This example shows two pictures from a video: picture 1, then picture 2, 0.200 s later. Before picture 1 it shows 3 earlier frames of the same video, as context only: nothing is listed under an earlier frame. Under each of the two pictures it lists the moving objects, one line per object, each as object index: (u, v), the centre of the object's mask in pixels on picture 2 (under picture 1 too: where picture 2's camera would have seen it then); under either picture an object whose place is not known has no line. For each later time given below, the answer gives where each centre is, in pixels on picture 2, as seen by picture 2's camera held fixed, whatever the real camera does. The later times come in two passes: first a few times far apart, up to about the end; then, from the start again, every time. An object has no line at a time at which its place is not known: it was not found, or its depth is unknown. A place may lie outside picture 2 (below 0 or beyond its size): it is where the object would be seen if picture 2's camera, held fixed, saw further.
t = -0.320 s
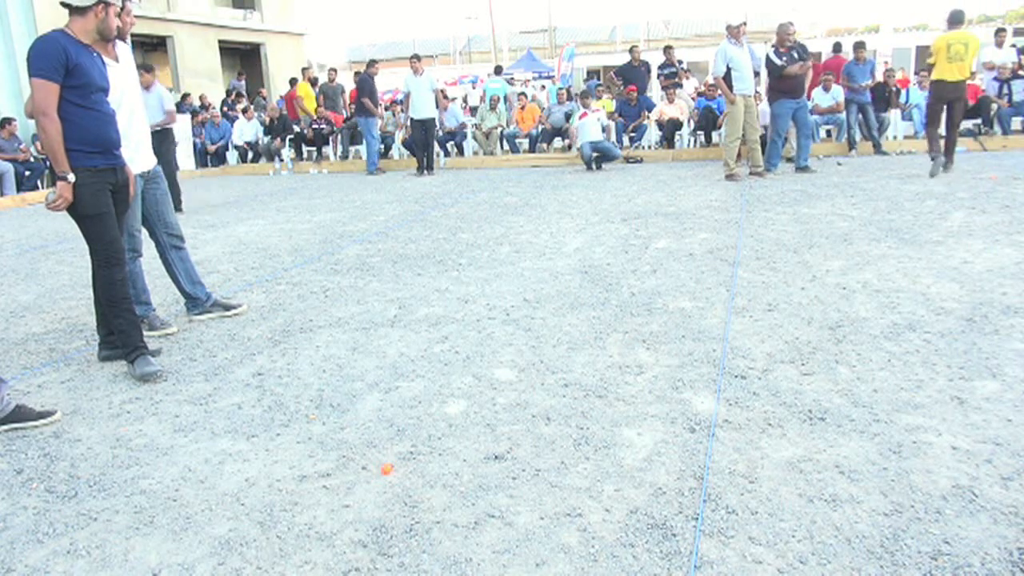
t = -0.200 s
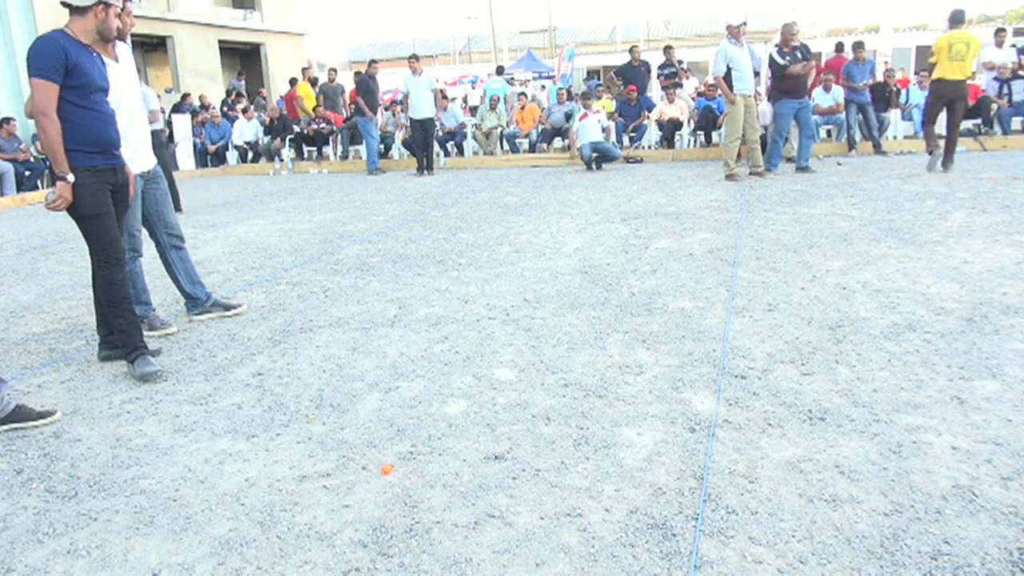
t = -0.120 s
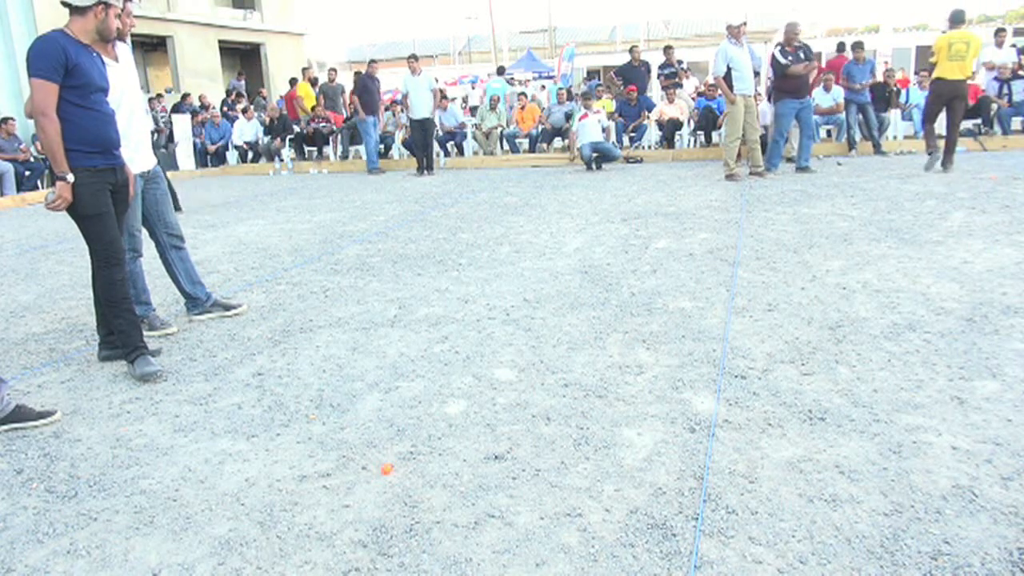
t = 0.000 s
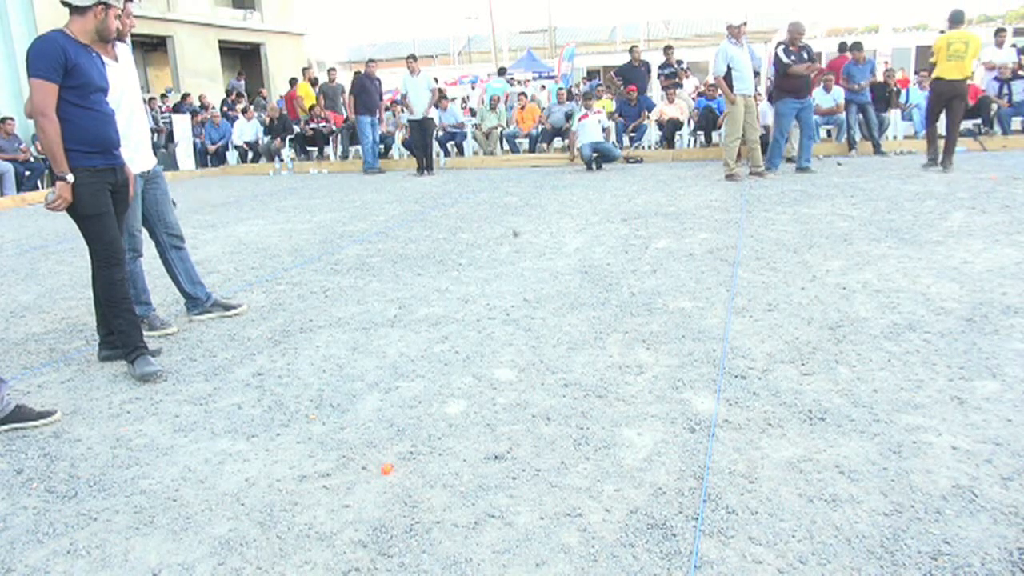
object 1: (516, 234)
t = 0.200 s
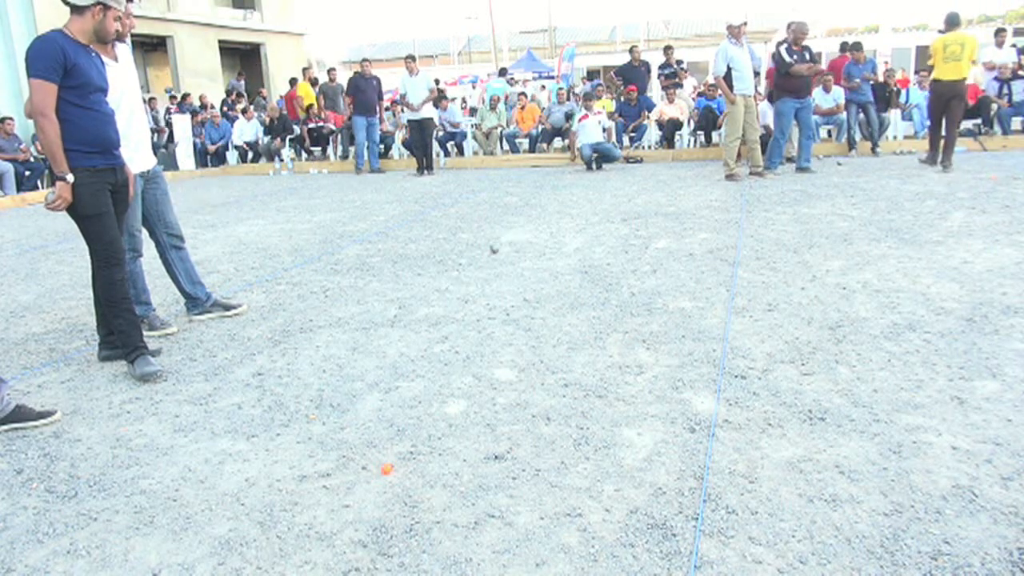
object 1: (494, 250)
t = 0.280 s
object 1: (485, 256)
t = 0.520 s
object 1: (455, 274)
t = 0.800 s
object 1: (422, 302)
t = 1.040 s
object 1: (408, 322)
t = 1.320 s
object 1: (390, 351)
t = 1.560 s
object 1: (371, 377)
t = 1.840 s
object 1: (349, 408)
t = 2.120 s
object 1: (319, 434)
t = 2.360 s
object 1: (294, 449)
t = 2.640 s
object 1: (265, 460)
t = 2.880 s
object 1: (247, 465)
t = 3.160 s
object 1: (239, 466)
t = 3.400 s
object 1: (249, 464)
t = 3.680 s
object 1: (251, 460)
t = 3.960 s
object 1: (252, 460)
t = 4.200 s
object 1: (251, 460)
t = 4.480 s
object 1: (251, 460)
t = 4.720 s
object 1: (251, 461)
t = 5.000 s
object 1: (252, 461)
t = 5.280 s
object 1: (252, 461)
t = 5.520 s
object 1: (252, 461)
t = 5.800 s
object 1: (252, 461)
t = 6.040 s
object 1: (252, 461)
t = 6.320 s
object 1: (252, 461)
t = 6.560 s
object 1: (252, 461)
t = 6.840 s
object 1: (252, 461)
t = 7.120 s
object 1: (252, 461)
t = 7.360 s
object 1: (252, 461)
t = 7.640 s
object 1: (252, 461)
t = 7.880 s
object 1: (252, 461)
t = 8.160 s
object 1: (252, 461)
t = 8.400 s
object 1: (252, 461)
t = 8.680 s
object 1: (252, 461)
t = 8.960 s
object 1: (252, 461)
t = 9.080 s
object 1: (252, 461)
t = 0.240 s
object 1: (490, 255)
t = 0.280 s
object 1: (485, 256)
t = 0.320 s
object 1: (480, 260)
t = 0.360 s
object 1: (475, 264)
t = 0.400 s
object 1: (470, 263)
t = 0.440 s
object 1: (464, 265)
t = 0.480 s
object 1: (460, 268)
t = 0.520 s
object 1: (455, 274)
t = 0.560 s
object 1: (450, 281)
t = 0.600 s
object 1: (443, 285)
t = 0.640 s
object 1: (437, 286)
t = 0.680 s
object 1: (434, 287)
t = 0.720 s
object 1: (429, 290)
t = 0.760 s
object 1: (426, 296)
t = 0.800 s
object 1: (422, 302)
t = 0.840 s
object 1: (419, 307)
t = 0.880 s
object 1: (417, 309)
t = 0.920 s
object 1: (415, 312)
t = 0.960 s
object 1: (413, 316)
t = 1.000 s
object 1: (410, 320)
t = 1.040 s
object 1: (408, 322)
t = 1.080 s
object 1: (405, 324)
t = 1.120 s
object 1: (403, 328)
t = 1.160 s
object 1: (401, 336)
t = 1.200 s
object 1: (398, 339)
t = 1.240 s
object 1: (395, 343)
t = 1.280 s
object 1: (393, 348)
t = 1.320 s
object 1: (390, 351)
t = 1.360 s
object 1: (387, 355)
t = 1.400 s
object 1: (384, 362)
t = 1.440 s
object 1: (380, 367)
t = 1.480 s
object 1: (377, 370)
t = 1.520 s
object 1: (373, 373)
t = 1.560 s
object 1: (371, 377)
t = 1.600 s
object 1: (367, 383)
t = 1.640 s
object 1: (364, 387)
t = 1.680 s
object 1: (361, 392)
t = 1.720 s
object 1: (358, 393)
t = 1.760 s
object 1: (355, 399)
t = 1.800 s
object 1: (352, 402)
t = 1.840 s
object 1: (349, 408)
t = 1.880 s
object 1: (346, 412)
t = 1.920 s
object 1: (342, 415)
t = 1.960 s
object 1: (338, 418)
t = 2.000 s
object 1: (334, 424)
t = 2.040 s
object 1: (329, 427)
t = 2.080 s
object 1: (324, 431)
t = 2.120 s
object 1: (319, 434)
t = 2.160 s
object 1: (315, 439)
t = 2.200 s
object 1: (311, 440)
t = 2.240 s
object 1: (307, 442)
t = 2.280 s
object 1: (303, 446)
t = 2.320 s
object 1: (299, 447)
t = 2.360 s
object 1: (294, 449)
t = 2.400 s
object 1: (290, 451)
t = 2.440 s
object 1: (286, 452)
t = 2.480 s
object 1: (282, 452)
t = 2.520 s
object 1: (276, 455)
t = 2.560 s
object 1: (273, 456)
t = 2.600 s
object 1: (269, 458)
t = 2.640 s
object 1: (265, 460)
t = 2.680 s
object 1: (261, 460)
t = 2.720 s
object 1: (259, 460)
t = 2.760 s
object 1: (256, 461)
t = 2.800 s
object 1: (254, 462)
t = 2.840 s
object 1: (251, 462)
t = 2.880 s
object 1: (247, 465)
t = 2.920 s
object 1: (244, 465)
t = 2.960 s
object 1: (242, 465)
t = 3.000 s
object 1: (240, 465)
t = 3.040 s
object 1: (239, 465)
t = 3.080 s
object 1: (239, 465)
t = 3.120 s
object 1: (239, 465)
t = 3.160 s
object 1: (239, 466)
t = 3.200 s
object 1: (240, 466)
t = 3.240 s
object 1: (242, 466)
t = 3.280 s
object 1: (243, 465)
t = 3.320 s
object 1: (246, 465)
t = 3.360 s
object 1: (248, 464)
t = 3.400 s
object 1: (249, 464)
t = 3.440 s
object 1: (251, 462)
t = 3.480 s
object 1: (252, 462)
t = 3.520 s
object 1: (251, 462)
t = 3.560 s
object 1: (251, 461)
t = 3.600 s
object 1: (251, 461)
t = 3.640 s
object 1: (251, 460)
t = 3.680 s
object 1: (251, 460)
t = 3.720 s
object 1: (251, 460)
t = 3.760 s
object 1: (252, 460)
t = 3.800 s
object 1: (252, 460)
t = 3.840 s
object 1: (252, 459)
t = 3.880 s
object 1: (252, 460)
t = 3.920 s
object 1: (252, 460)
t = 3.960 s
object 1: (252, 460)
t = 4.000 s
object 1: (252, 460)
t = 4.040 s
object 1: (251, 460)
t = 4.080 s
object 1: (251, 460)
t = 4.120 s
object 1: (251, 460)
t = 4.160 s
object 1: (251, 460)
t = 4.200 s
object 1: (251, 460)
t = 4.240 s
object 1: (251, 460)
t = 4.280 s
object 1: (251, 460)
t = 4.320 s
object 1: (251, 460)
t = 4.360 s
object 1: (251, 460)
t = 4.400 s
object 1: (251, 461)
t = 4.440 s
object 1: (251, 461)
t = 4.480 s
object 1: (251, 460)
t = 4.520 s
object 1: (251, 460)
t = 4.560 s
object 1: (251, 461)
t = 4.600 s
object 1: (251, 461)
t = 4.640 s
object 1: (251, 460)
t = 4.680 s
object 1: (251, 461)
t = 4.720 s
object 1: (251, 461)
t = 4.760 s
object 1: (252, 461)
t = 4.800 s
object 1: (251, 461)
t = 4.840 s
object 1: (252, 461)
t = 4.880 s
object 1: (252, 461)
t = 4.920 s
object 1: (252, 461)
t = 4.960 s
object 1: (252, 461)
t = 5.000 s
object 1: (252, 461)
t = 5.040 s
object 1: (252, 461)
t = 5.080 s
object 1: (252, 461)
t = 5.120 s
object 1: (252, 461)
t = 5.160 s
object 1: (252, 461)
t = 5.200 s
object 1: (252, 461)
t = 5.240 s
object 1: (252, 461)
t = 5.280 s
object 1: (252, 461)
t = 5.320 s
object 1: (252, 461)
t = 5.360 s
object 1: (252, 461)
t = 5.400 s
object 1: (252, 461)
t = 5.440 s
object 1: (252, 461)
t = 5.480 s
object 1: (252, 461)
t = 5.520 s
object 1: (252, 461)
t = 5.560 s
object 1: (252, 461)
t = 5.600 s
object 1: (252, 461)
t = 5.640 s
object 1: (252, 461)
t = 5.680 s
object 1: (252, 461)
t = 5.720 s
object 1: (252, 461)
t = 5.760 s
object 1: (252, 461)
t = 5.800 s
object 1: (252, 461)
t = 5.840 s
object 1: (252, 461)
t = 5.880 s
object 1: (252, 461)
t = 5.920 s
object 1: (252, 461)
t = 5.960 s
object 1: (252, 461)
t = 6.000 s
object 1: (252, 461)
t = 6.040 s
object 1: (252, 461)
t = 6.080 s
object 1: (252, 461)
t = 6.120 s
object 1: (252, 461)
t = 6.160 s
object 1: (252, 461)
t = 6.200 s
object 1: (252, 461)
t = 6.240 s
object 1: (252, 461)
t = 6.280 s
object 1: (252, 461)
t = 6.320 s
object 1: (252, 461)
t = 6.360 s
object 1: (252, 461)
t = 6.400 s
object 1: (252, 461)
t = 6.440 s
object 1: (252, 461)
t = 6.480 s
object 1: (252, 461)
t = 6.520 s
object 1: (252, 461)
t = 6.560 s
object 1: (252, 461)
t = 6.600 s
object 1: (252, 461)
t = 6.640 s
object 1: (252, 461)
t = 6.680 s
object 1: (252, 461)
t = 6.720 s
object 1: (252, 461)
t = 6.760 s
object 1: (252, 461)
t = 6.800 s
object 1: (252, 461)
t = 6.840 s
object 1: (252, 461)
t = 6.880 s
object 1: (252, 461)
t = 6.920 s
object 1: (252, 461)
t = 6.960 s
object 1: (252, 461)
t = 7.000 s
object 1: (252, 461)
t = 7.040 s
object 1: (252, 461)
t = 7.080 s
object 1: (252, 461)
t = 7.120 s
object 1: (252, 461)
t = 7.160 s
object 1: (252, 461)
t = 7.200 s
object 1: (252, 461)
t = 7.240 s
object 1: (252, 461)
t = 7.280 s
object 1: (252, 461)
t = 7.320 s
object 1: (252, 461)
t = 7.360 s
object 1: (252, 461)
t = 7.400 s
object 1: (252, 461)
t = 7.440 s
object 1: (252, 461)
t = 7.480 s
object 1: (252, 461)
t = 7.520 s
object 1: (252, 461)
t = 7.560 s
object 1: (252, 461)
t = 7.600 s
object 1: (252, 461)
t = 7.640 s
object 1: (252, 461)
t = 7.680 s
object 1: (252, 461)
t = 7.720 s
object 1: (252, 461)
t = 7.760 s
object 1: (252, 461)
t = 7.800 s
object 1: (252, 461)
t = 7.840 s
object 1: (252, 461)
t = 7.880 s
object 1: (252, 461)
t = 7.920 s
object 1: (252, 461)
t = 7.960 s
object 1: (252, 461)
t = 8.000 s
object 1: (252, 461)
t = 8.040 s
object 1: (252, 461)
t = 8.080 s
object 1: (252, 461)
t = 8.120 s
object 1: (252, 461)
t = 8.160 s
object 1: (252, 461)
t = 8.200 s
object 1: (252, 461)
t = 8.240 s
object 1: (252, 461)
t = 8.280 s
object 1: (252, 461)
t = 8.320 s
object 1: (252, 461)
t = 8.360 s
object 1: (252, 461)
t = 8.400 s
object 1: (252, 461)
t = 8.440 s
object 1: (252, 461)
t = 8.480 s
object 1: (252, 461)
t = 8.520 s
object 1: (252, 461)
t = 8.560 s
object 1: (252, 461)
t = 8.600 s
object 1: (252, 461)
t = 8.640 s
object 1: (252, 461)
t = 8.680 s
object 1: (252, 461)
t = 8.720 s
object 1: (252, 461)
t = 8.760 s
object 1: (252, 461)
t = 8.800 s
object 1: (252, 461)
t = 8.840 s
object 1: (252, 461)
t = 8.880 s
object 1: (252, 461)
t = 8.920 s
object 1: (252, 461)
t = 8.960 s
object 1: (252, 461)
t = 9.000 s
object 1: (252, 461)
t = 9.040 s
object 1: (252, 461)
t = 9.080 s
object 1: (252, 461)
